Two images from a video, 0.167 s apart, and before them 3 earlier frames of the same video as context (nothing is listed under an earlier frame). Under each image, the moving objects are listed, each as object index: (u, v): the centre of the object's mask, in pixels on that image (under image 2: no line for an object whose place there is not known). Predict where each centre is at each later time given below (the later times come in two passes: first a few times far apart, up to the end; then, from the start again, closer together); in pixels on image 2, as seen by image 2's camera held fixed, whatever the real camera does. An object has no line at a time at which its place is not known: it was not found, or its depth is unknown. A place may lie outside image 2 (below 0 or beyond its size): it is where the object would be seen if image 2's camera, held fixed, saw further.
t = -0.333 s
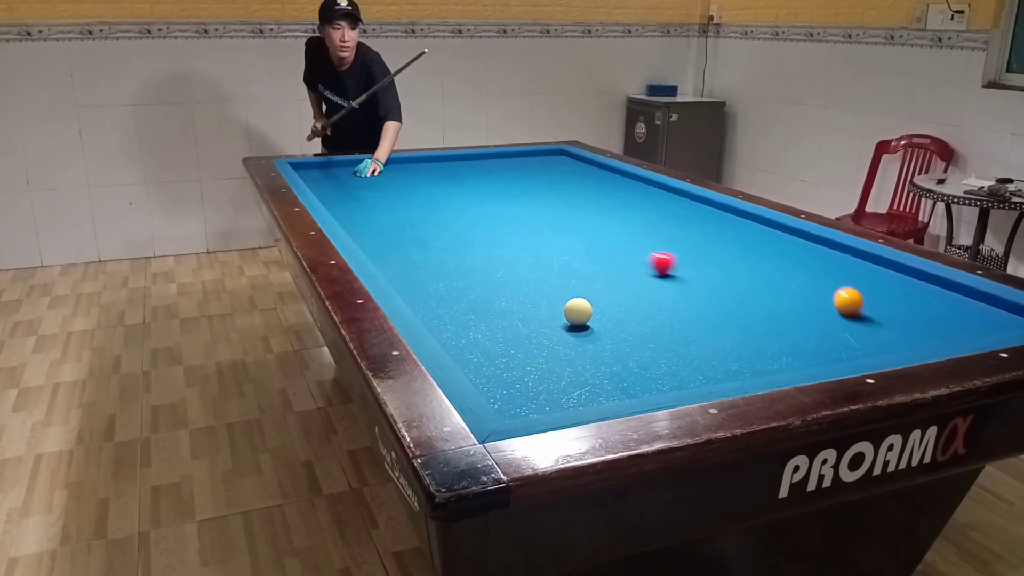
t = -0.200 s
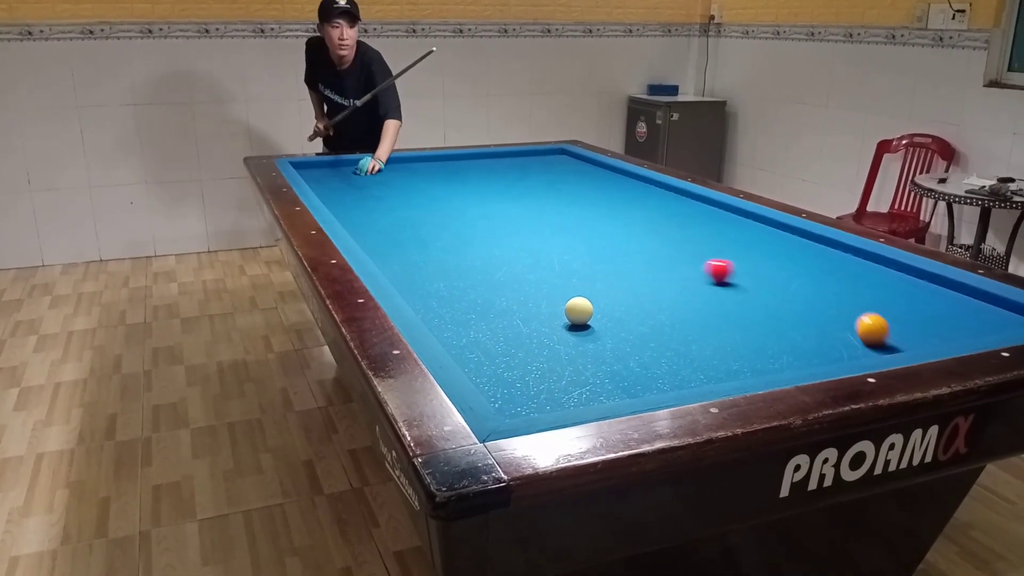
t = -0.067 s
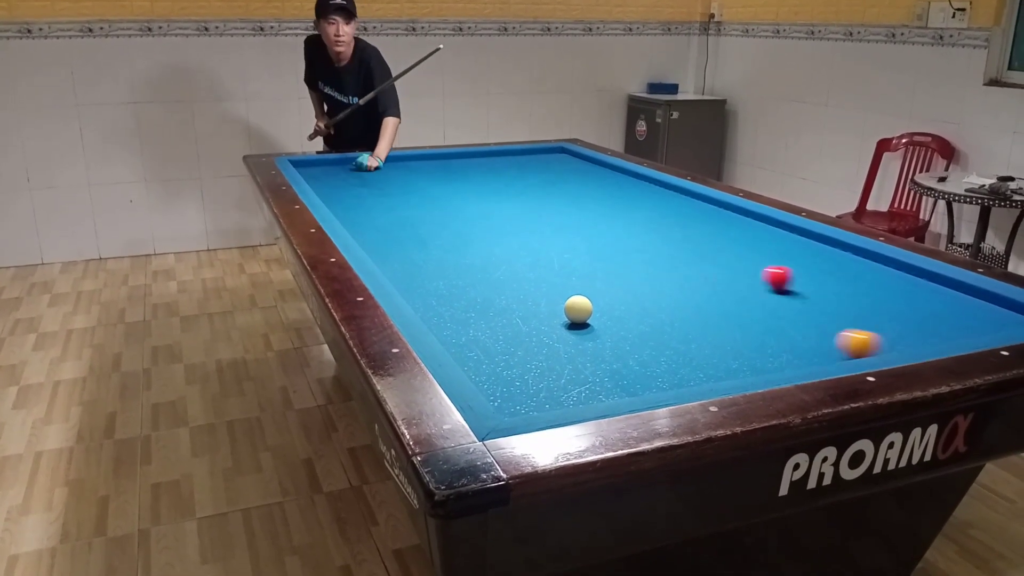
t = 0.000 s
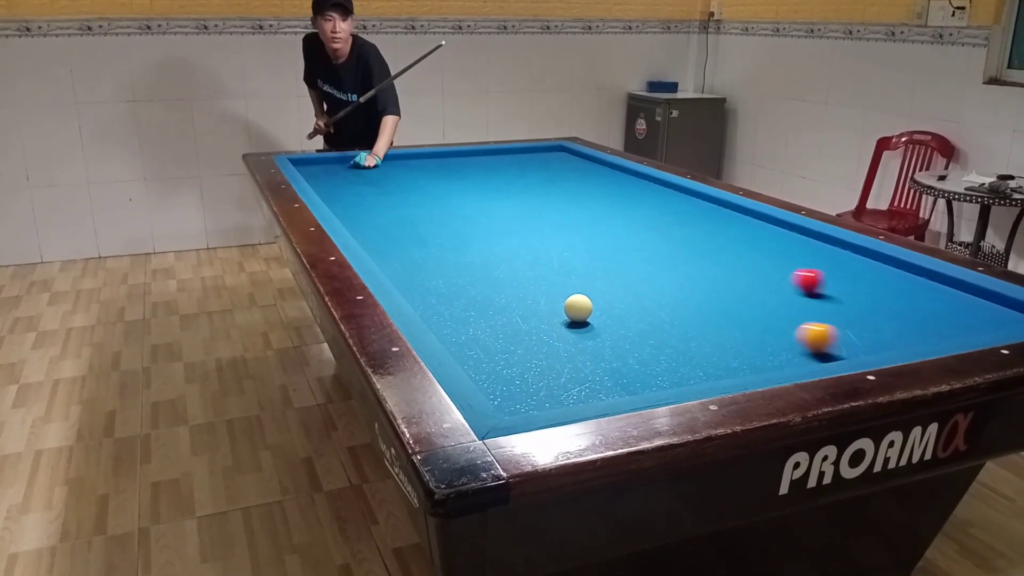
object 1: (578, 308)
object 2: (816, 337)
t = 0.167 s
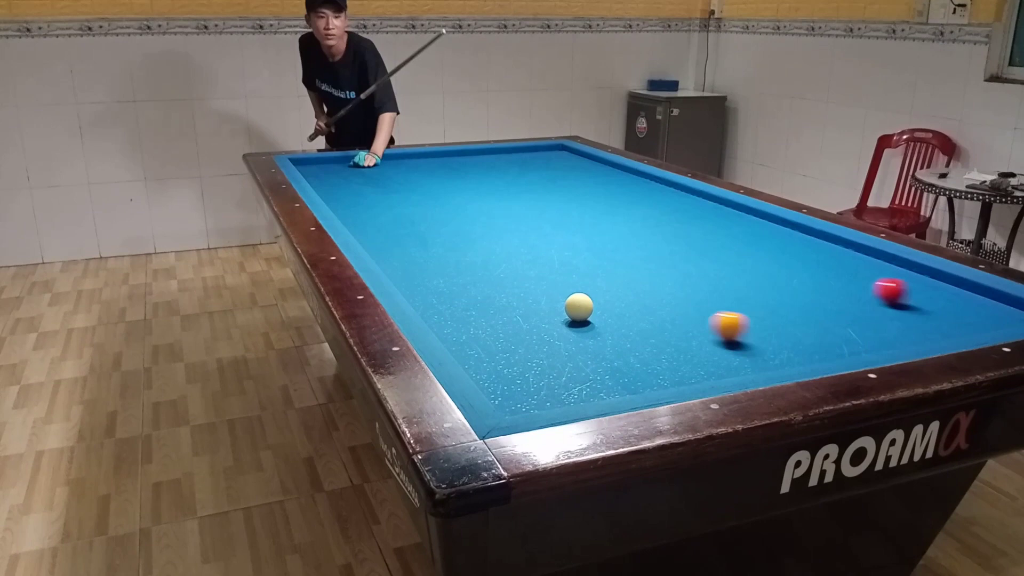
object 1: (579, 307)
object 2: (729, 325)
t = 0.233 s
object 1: (579, 307)
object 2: (695, 321)
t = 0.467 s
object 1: (567, 303)
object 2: (599, 314)
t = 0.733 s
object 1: (505, 288)
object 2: (551, 320)
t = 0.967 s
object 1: (459, 278)
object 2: (508, 323)
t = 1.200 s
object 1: (418, 268)
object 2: (464, 327)
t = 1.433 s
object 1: (383, 258)
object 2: (450, 324)
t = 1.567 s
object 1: (386, 253)
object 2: (457, 318)
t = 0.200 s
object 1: (579, 307)
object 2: (712, 323)
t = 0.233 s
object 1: (579, 307)
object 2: (695, 321)
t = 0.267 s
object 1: (579, 307)
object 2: (679, 320)
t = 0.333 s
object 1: (579, 307)
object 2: (647, 317)
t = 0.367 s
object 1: (579, 307)
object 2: (631, 315)
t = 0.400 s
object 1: (579, 307)
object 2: (616, 313)
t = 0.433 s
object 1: (577, 305)
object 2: (603, 313)
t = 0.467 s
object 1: (567, 303)
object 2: (599, 314)
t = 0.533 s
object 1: (548, 299)
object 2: (589, 316)
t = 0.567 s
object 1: (540, 297)
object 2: (583, 317)
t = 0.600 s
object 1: (533, 295)
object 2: (576, 317)
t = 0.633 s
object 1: (526, 294)
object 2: (570, 318)
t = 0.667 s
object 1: (519, 292)
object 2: (564, 318)
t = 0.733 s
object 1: (505, 288)
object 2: (551, 320)
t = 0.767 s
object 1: (498, 287)
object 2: (545, 320)
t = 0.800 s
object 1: (492, 285)
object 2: (539, 320)
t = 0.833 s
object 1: (485, 284)
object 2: (533, 321)
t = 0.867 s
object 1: (478, 282)
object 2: (527, 321)
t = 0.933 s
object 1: (465, 279)
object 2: (514, 322)
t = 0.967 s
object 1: (459, 278)
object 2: (508, 323)
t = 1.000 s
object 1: (453, 276)
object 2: (501, 324)
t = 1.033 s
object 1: (447, 275)
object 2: (495, 324)
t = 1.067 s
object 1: (441, 274)
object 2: (489, 325)
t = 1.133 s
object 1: (429, 271)
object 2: (476, 326)
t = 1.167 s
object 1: (423, 269)
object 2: (470, 326)
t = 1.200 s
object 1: (418, 268)
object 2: (464, 327)
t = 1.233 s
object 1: (412, 266)
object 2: (457, 327)
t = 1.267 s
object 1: (406, 265)
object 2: (451, 328)
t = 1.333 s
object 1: (395, 263)
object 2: (444, 327)
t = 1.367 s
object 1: (390, 261)
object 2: (446, 326)
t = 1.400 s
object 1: (385, 259)
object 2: (448, 325)
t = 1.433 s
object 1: (383, 258)
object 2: (450, 324)
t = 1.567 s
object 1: (386, 253)
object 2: (457, 318)
